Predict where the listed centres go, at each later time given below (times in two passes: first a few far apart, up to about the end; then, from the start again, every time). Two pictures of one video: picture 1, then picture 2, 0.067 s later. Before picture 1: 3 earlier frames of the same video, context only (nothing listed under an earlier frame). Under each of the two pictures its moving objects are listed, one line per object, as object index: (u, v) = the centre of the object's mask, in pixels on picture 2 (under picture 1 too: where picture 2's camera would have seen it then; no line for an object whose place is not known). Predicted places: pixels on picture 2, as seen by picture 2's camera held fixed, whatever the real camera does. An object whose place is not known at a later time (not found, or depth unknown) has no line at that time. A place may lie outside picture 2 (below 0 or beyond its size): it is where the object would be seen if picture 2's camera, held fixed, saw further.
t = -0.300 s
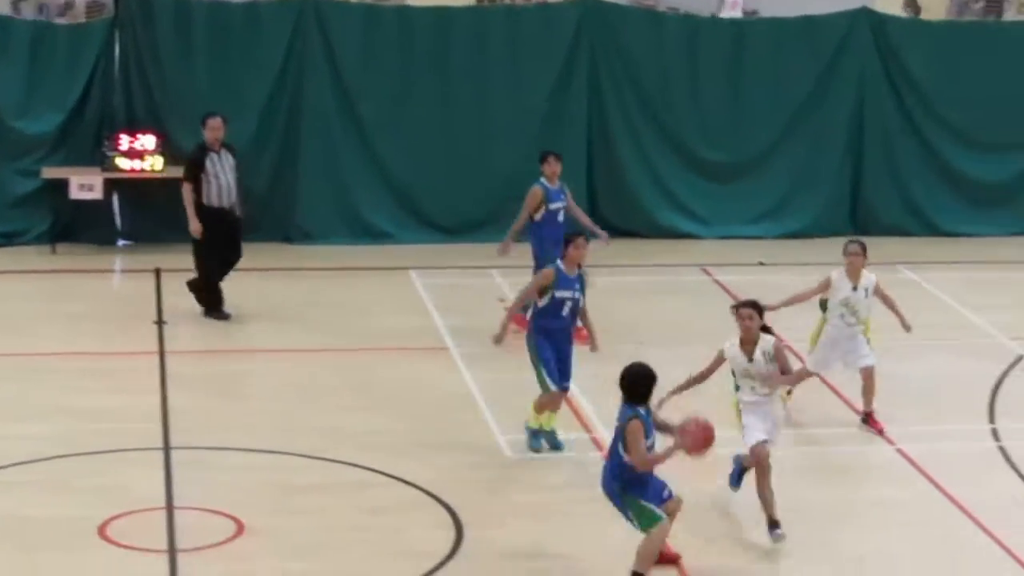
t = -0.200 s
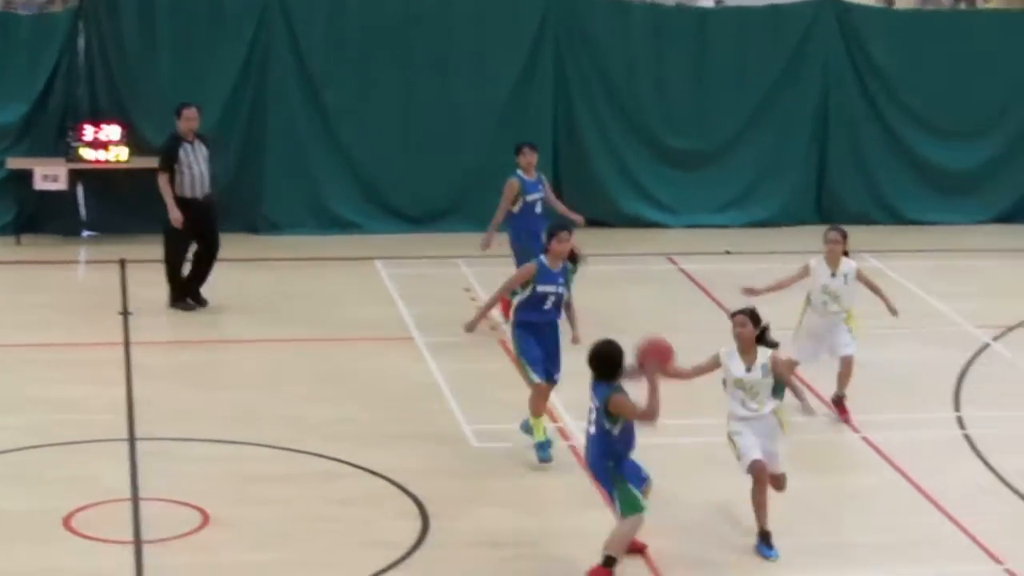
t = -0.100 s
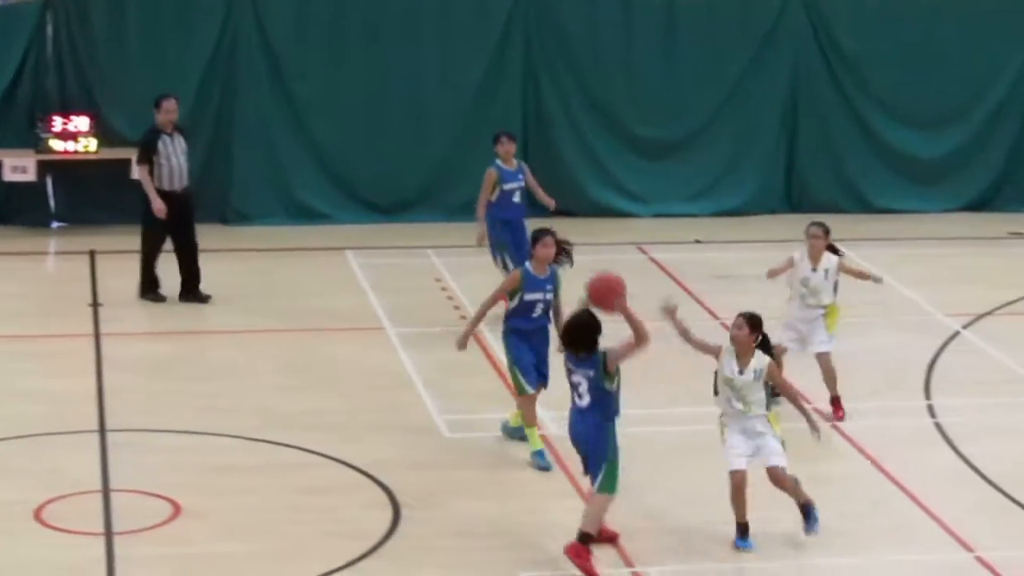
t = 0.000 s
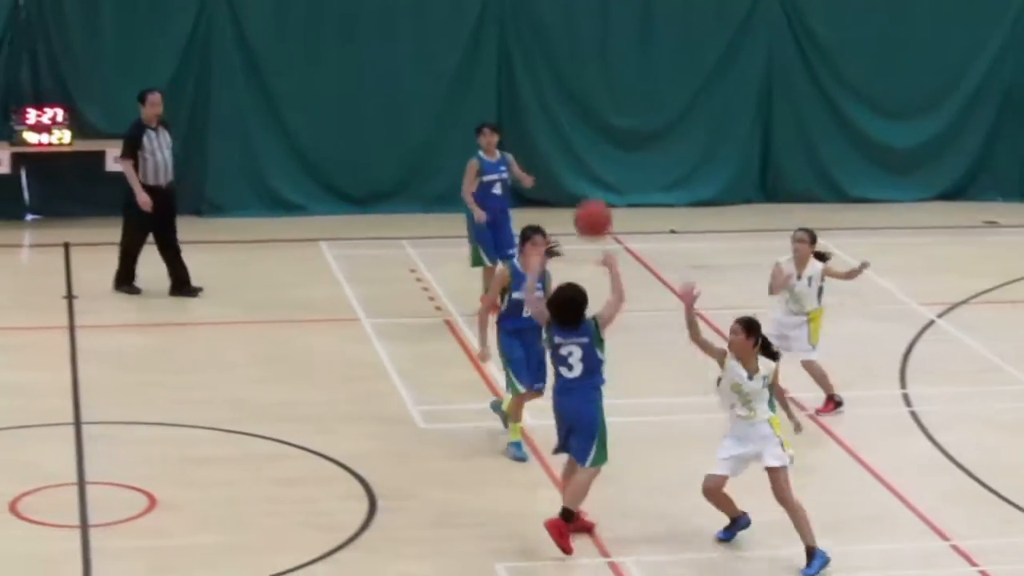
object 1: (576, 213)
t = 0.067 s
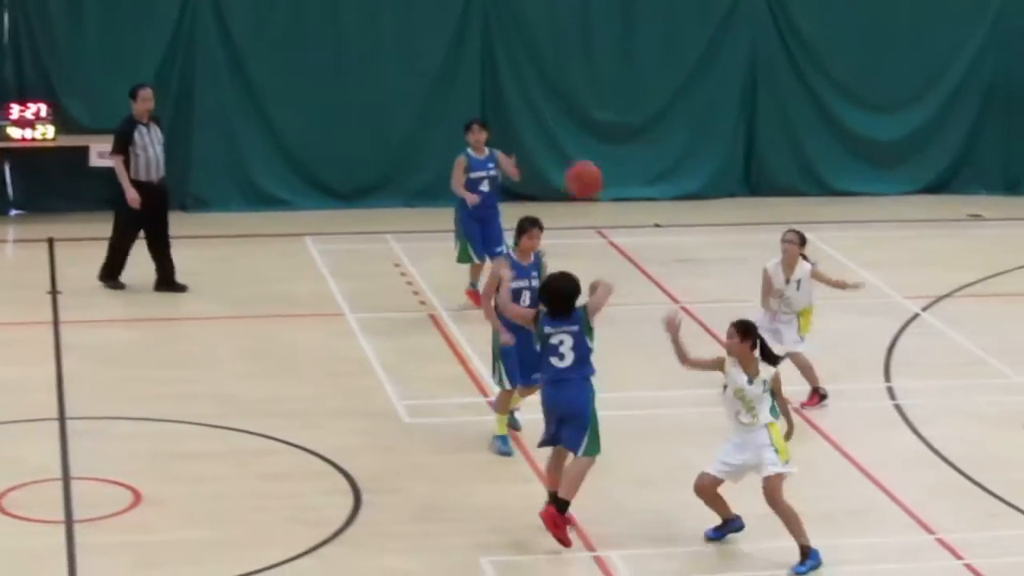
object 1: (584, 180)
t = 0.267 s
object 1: (599, 128)
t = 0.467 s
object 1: (610, 137)
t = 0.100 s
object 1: (587, 166)
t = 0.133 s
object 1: (590, 155)
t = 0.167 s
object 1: (593, 146)
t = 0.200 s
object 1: (595, 138)
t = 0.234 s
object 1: (597, 132)
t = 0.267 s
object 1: (599, 128)
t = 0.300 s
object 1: (602, 126)
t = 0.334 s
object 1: (603, 125)
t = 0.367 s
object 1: (605, 127)
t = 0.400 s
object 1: (607, 129)
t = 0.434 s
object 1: (608, 132)
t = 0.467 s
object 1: (610, 137)
